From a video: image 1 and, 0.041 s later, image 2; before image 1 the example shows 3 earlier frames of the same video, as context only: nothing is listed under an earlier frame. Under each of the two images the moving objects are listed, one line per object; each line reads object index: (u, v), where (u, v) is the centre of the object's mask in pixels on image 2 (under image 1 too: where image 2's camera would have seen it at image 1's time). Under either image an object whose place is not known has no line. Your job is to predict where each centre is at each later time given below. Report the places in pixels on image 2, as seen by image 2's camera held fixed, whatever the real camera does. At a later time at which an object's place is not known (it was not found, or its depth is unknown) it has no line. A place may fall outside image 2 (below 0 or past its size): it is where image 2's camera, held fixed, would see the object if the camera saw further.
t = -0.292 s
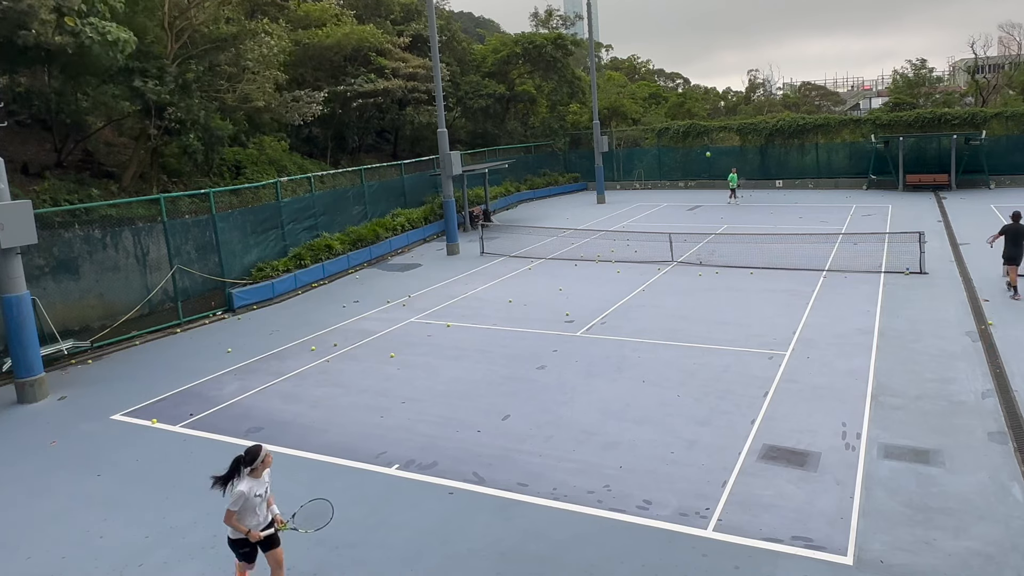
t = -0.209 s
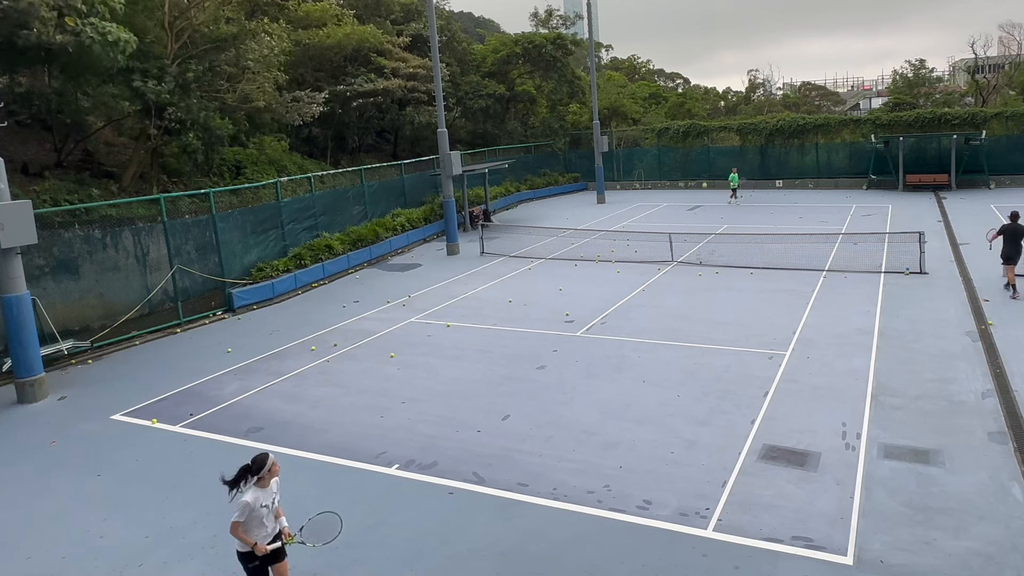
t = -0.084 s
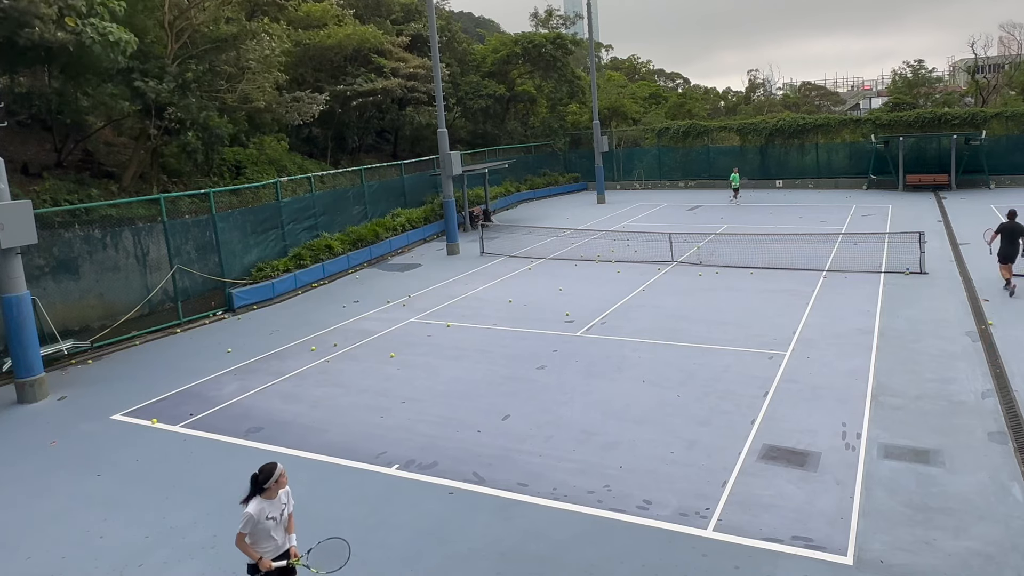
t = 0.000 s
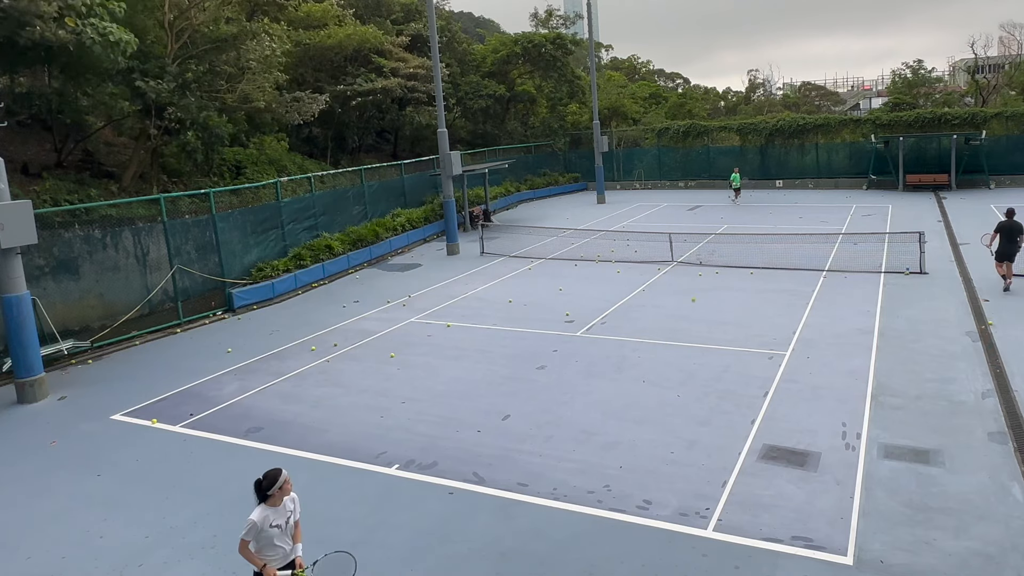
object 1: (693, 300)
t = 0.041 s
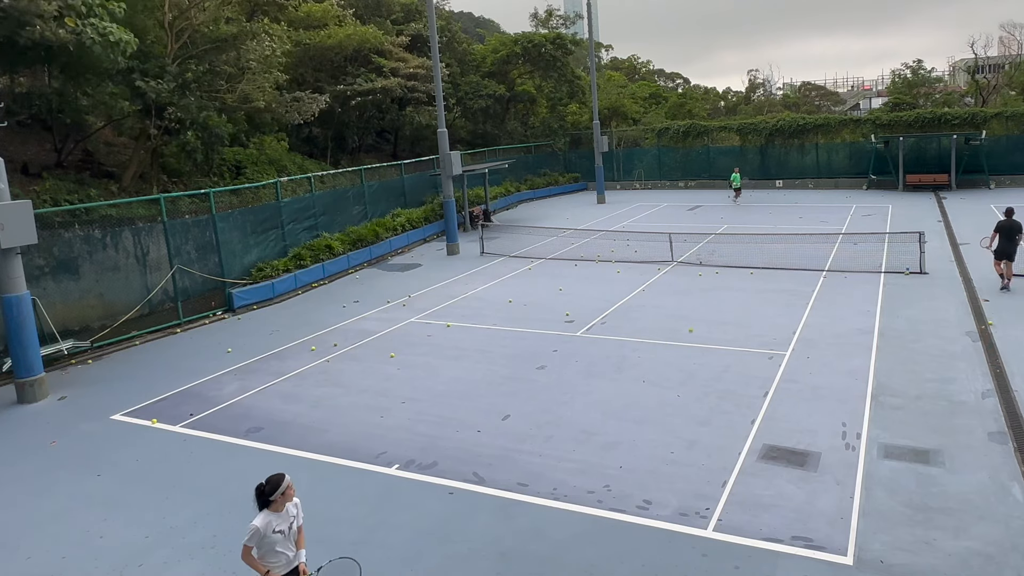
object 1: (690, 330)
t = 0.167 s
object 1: (681, 441)
